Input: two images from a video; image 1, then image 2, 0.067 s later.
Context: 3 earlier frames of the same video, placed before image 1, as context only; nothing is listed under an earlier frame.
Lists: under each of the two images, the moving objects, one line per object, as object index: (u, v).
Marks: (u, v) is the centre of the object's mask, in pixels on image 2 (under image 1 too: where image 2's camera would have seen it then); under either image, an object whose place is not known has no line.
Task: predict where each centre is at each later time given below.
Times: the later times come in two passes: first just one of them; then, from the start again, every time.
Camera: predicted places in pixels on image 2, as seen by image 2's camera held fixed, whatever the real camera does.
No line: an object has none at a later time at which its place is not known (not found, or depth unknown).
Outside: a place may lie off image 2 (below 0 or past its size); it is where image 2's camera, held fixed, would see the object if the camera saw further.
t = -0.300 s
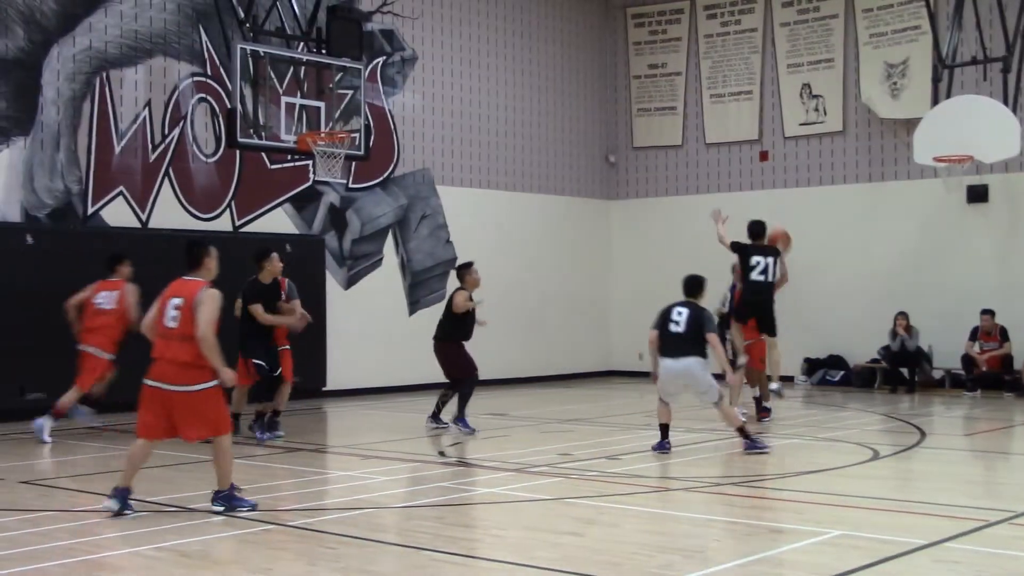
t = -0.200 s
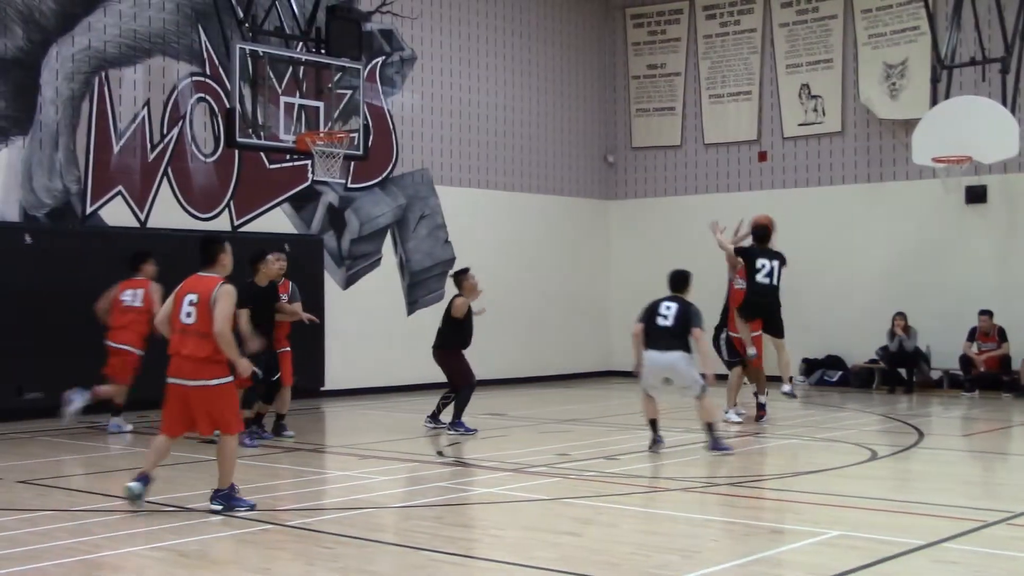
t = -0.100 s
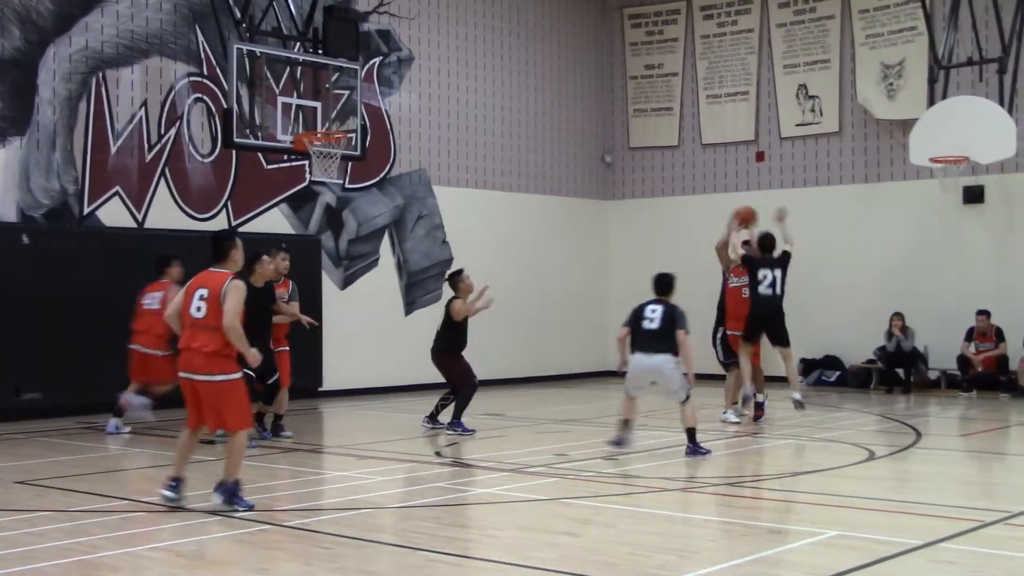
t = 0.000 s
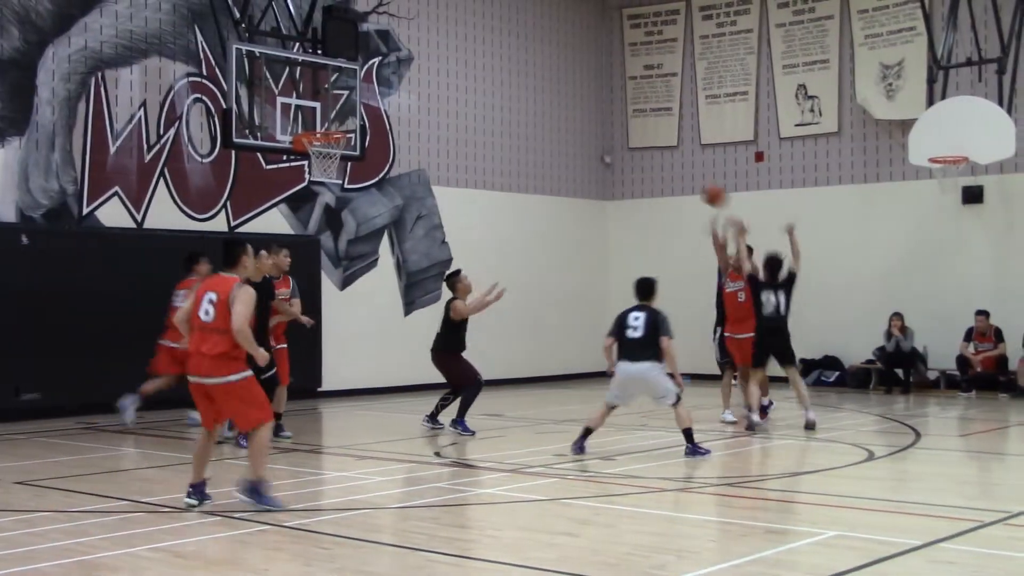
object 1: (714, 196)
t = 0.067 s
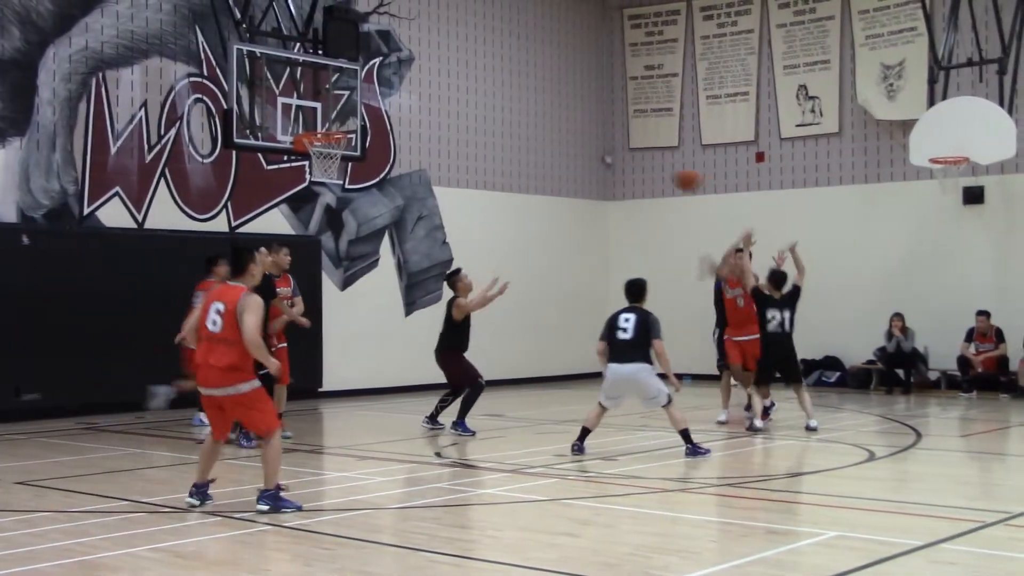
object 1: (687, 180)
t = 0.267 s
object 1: (589, 152)
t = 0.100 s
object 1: (671, 173)
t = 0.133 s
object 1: (657, 167)
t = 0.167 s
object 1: (641, 161)
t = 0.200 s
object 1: (624, 157)
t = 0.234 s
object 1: (607, 154)
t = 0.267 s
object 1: (589, 152)
